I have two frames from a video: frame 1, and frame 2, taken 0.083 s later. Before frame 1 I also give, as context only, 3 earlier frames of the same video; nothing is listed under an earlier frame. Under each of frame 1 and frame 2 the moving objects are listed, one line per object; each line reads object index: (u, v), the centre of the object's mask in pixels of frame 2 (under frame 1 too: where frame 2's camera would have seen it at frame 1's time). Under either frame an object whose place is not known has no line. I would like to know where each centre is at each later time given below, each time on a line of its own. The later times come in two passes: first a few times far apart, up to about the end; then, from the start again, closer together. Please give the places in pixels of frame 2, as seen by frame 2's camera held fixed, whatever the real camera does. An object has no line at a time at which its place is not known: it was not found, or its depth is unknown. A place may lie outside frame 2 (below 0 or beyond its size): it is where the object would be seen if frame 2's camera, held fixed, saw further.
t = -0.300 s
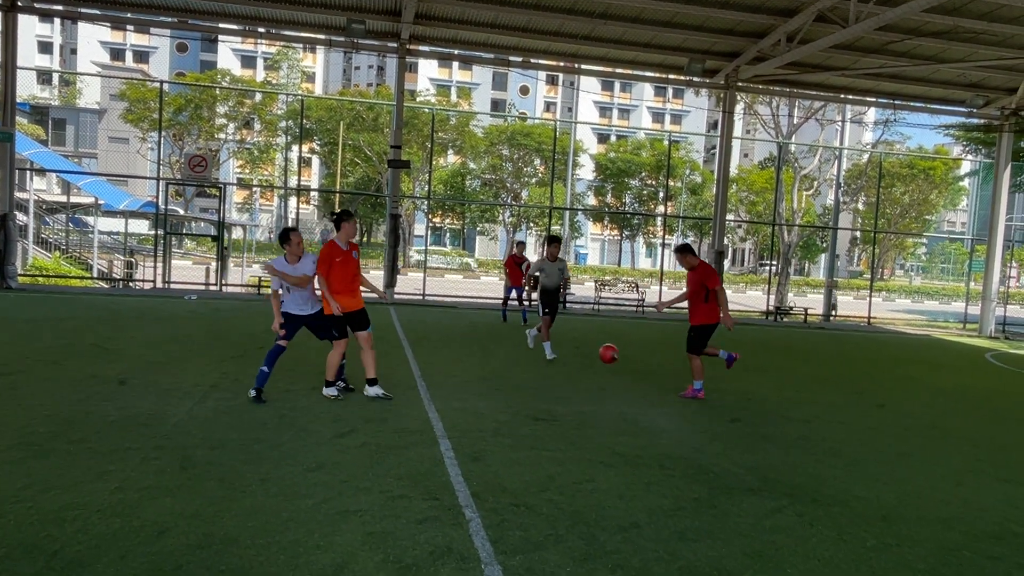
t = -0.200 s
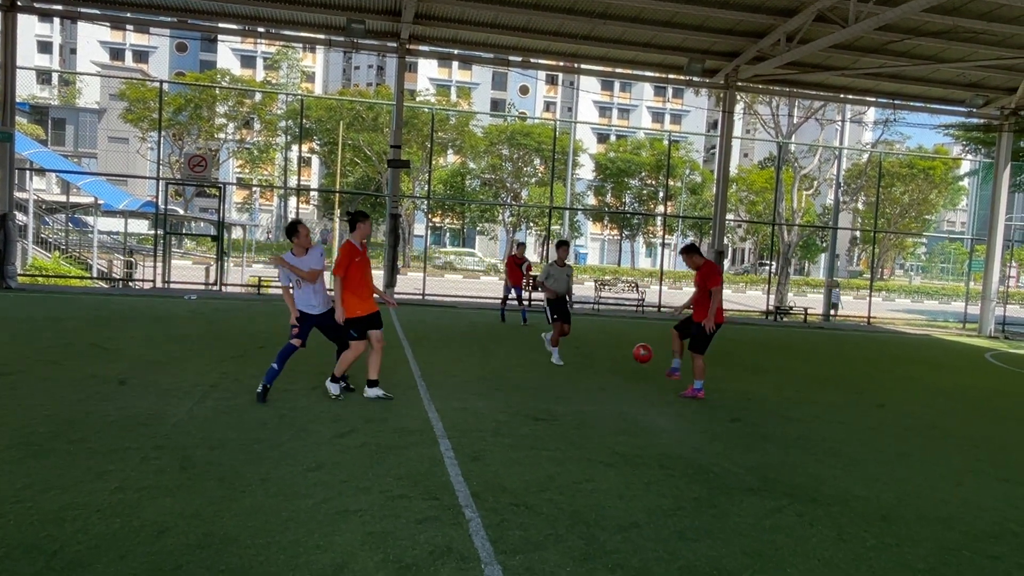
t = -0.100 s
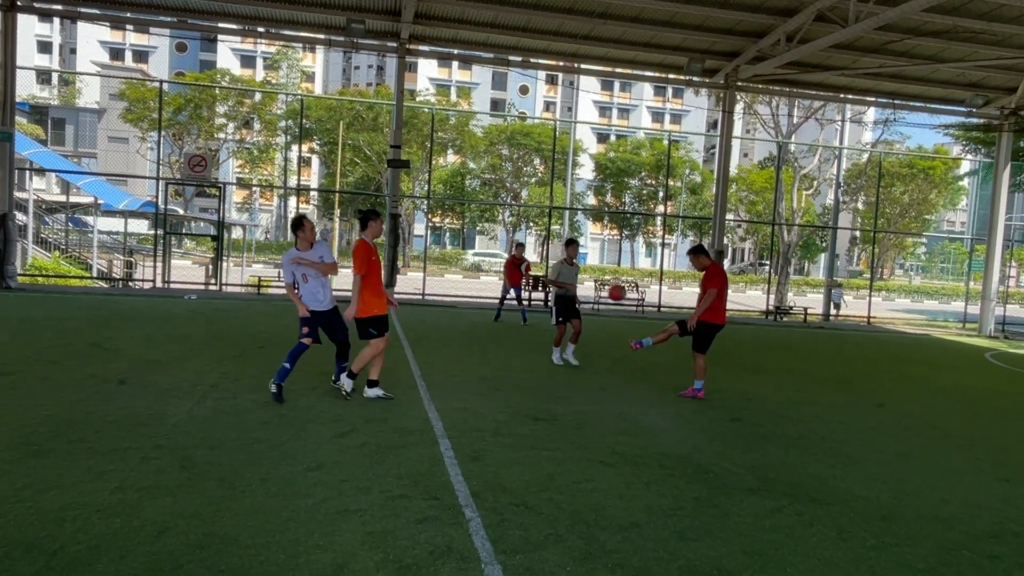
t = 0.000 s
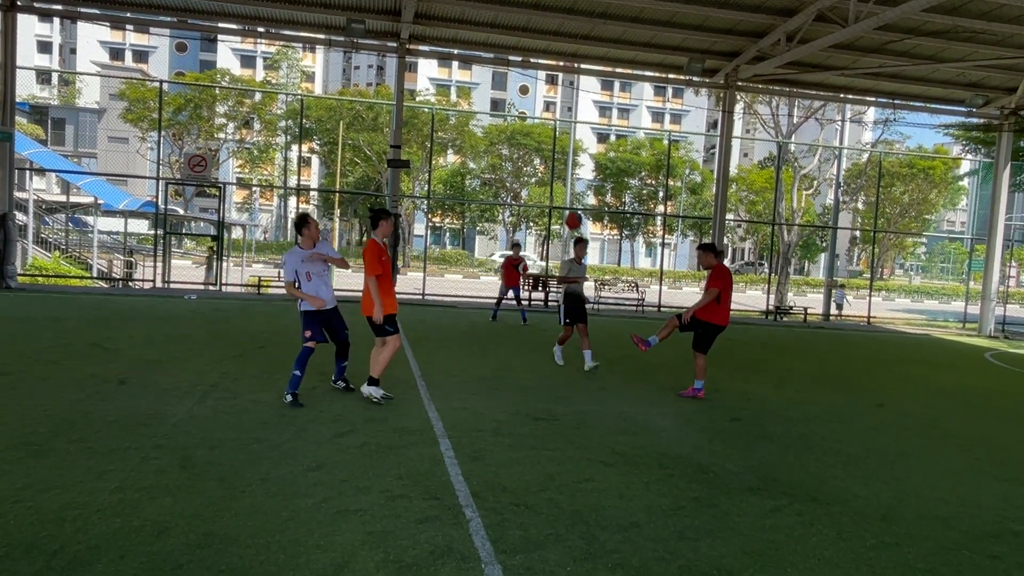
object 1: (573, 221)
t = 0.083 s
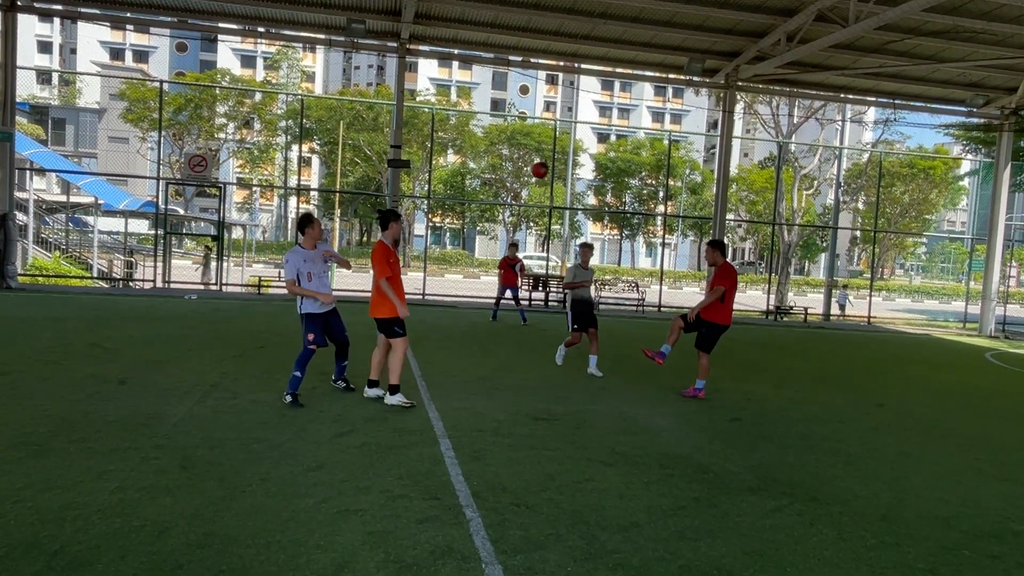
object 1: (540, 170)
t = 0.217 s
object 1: (490, 106)
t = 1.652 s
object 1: (156, 245)
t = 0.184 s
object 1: (502, 120)
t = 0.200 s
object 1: (496, 113)
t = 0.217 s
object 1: (490, 106)
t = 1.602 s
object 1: (165, 225)
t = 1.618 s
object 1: (162, 232)
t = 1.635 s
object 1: (160, 239)
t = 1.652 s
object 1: (156, 245)
